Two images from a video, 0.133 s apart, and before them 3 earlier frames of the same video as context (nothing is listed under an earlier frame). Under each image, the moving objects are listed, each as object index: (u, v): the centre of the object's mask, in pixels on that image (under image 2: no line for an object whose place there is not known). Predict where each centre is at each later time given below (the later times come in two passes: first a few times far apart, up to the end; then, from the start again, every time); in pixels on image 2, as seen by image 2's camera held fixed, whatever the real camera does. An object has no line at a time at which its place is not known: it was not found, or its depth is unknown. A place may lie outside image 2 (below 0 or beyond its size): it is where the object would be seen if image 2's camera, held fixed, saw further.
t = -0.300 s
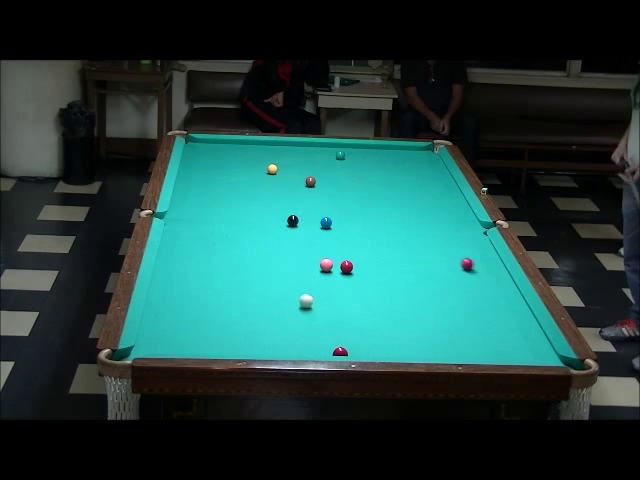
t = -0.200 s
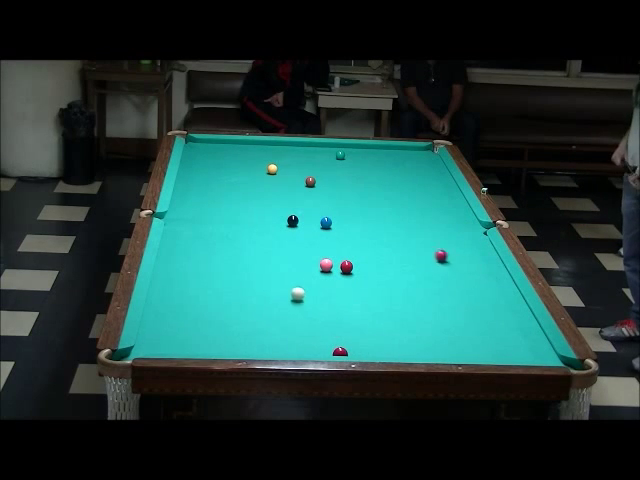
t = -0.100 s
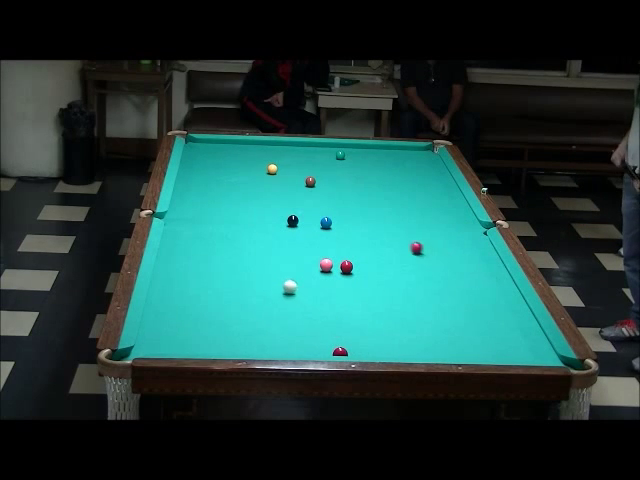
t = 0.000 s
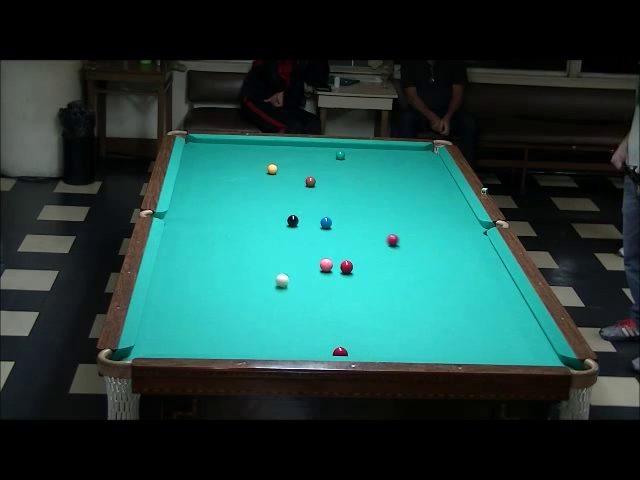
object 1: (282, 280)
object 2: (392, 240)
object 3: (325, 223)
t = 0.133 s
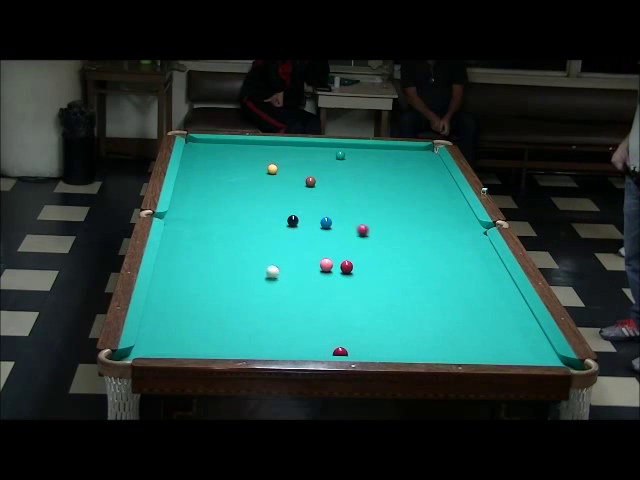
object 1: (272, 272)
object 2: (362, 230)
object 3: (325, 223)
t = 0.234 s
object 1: (265, 266)
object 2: (340, 223)
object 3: (325, 223)
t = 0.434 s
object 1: (252, 255)
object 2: (317, 209)
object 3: (309, 224)
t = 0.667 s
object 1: (238, 244)
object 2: (293, 195)
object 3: (292, 225)
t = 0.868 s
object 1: (228, 234)
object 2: (274, 183)
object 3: (280, 227)
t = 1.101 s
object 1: (216, 225)
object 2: (255, 171)
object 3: (267, 230)
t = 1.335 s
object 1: (206, 216)
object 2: (237, 160)
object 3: (255, 231)
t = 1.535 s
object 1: (198, 209)
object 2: (223, 151)
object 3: (246, 233)
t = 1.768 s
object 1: (189, 202)
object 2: (208, 142)
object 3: (237, 234)
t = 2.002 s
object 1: (182, 195)
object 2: (195, 145)
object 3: (229, 236)
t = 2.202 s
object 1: (179, 191)
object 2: (187, 149)
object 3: (223, 236)
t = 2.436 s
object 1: (183, 186)
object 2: (194, 154)
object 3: (218, 238)
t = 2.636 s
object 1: (186, 183)
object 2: (199, 158)
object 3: (214, 238)
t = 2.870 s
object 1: (189, 180)
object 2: (205, 162)
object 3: (212, 238)
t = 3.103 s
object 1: (192, 177)
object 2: (212, 166)
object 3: (211, 238)
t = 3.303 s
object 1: (194, 174)
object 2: (216, 169)
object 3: (210, 238)
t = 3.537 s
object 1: (196, 172)
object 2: (222, 173)
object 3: (211, 238)
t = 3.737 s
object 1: (198, 171)
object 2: (227, 176)
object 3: (211, 238)
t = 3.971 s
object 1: (200, 169)
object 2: (231, 179)
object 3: (211, 238)
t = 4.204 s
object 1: (202, 168)
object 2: (236, 181)
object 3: (211, 238)
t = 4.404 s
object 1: (203, 167)
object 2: (239, 183)
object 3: (211, 238)
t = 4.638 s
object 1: (203, 166)
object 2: (243, 184)
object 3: (211, 238)
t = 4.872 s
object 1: (203, 166)
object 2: (246, 186)
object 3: (211, 238)
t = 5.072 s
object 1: (203, 166)
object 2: (248, 187)
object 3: (211, 238)
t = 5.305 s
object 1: (203, 166)
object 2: (250, 187)
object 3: (211, 238)
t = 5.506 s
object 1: (203, 166)
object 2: (251, 188)
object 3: (211, 238)
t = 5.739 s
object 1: (203, 166)
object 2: (251, 188)
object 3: (211, 238)
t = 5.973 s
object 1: (203, 166)
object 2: (251, 188)
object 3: (211, 238)
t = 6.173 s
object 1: (203, 166)
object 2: (251, 188)
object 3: (211, 238)
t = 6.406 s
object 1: (203, 166)
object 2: (251, 188)
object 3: (211, 238)
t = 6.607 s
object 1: (203, 166)
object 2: (251, 188)
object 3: (211, 238)
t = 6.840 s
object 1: (203, 166)
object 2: (251, 188)
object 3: (211, 238)
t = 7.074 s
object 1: (203, 166)
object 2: (251, 188)
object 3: (211, 238)
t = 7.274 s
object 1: (203, 166)
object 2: (251, 188)
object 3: (211, 238)
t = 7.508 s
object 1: (203, 166)
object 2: (251, 188)
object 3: (211, 238)
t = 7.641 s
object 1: (203, 166)
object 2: (251, 188)
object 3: (211, 238)
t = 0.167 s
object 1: (270, 270)
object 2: (355, 228)
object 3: (326, 223)
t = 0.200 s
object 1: (267, 268)
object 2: (348, 225)
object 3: (326, 223)
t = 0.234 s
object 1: (265, 266)
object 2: (340, 223)
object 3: (325, 223)
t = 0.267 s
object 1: (263, 264)
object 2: (336, 221)
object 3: (324, 223)
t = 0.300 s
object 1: (260, 262)
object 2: (332, 218)
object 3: (320, 223)
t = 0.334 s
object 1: (258, 261)
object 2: (328, 216)
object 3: (317, 223)
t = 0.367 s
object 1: (256, 259)
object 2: (324, 214)
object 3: (314, 223)
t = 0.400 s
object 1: (254, 257)
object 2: (321, 212)
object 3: (311, 223)
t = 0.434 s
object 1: (252, 255)
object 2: (317, 209)
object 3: (309, 224)
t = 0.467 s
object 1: (250, 254)
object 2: (313, 207)
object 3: (306, 224)
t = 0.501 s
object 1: (248, 252)
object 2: (310, 205)
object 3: (303, 224)
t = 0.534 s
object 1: (246, 250)
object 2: (306, 203)
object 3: (300, 224)
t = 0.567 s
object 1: (244, 248)
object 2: (303, 201)
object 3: (298, 225)
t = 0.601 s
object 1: (242, 247)
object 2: (299, 199)
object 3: (296, 225)
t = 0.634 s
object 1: (240, 245)
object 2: (296, 197)
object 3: (294, 225)
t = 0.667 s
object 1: (238, 244)
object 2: (293, 195)
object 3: (292, 225)
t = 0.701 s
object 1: (236, 242)
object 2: (290, 193)
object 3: (290, 226)
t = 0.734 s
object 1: (235, 241)
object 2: (287, 191)
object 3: (288, 226)
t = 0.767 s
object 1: (233, 239)
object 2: (283, 189)
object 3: (286, 227)
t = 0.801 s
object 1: (231, 237)
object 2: (280, 187)
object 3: (284, 227)
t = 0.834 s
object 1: (229, 236)
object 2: (277, 185)
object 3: (282, 227)
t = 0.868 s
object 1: (228, 234)
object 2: (274, 183)
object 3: (280, 227)
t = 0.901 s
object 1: (226, 233)
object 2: (271, 181)
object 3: (278, 228)
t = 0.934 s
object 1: (224, 232)
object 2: (268, 179)
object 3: (276, 228)
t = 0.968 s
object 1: (222, 230)
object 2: (265, 178)
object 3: (274, 228)
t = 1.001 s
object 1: (221, 229)
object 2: (263, 176)
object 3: (273, 229)
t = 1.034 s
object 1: (219, 228)
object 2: (260, 174)
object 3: (271, 229)
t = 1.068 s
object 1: (218, 226)
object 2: (257, 172)
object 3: (269, 229)
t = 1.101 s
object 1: (216, 225)
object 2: (255, 171)
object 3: (267, 230)
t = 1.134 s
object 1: (215, 223)
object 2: (252, 169)
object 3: (265, 230)
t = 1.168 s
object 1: (213, 222)
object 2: (249, 168)
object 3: (264, 230)
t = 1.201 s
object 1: (212, 221)
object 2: (247, 166)
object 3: (262, 230)
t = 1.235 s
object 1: (210, 220)
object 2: (244, 164)
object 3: (260, 231)
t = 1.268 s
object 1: (209, 219)
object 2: (242, 163)
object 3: (259, 231)
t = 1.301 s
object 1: (207, 217)
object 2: (239, 161)
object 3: (257, 231)
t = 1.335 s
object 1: (206, 216)
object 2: (237, 160)
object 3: (255, 231)
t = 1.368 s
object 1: (204, 215)
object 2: (235, 158)
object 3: (254, 232)
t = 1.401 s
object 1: (203, 214)
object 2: (232, 156)
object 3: (252, 232)
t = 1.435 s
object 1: (202, 213)
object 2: (230, 156)
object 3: (251, 232)
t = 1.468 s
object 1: (200, 211)
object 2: (227, 154)
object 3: (249, 232)
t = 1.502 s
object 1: (199, 210)
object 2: (225, 152)
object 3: (248, 233)
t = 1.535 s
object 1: (198, 209)
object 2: (223, 151)
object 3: (246, 233)
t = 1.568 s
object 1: (197, 208)
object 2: (220, 150)
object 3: (245, 233)
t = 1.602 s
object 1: (195, 207)
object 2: (218, 148)
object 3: (243, 233)
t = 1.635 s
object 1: (195, 206)
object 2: (216, 147)
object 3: (242, 233)
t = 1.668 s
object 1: (193, 205)
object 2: (214, 146)
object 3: (241, 234)
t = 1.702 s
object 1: (192, 204)
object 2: (212, 144)
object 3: (240, 234)
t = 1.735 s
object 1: (191, 203)
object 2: (210, 143)
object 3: (238, 234)
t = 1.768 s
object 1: (189, 202)
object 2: (208, 142)
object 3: (237, 234)
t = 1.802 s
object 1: (188, 201)
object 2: (206, 141)
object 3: (236, 234)
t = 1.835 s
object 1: (187, 200)
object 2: (204, 141)
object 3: (235, 235)
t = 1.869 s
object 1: (186, 199)
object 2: (203, 142)
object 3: (234, 234)
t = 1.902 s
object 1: (185, 198)
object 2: (200, 143)
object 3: (232, 235)
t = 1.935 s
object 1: (184, 197)
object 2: (198, 144)
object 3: (231, 235)
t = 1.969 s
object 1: (183, 196)
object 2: (197, 144)
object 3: (230, 235)
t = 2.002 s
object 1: (182, 195)
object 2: (195, 145)
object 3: (229, 236)
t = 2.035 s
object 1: (181, 194)
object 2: (193, 146)
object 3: (228, 236)
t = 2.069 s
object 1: (180, 193)
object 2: (191, 146)
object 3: (227, 236)
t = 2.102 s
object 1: (179, 192)
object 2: (189, 147)
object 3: (226, 236)
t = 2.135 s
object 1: (178, 192)
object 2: (188, 148)
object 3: (225, 236)
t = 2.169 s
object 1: (178, 191)
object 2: (187, 149)
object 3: (224, 236)
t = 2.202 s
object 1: (179, 191)
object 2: (187, 149)
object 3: (223, 236)
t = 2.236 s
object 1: (179, 190)
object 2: (188, 150)
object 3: (223, 236)
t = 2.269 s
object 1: (180, 189)
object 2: (189, 151)
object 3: (222, 237)
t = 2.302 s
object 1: (180, 189)
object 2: (190, 152)
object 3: (221, 236)
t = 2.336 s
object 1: (181, 188)
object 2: (191, 152)
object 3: (220, 237)
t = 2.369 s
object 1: (181, 187)
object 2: (192, 153)
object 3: (219, 237)
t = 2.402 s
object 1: (182, 187)
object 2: (192, 154)
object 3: (219, 237)
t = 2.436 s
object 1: (183, 186)
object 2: (194, 154)
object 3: (218, 238)
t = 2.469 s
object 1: (183, 186)
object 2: (195, 155)
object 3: (217, 238)
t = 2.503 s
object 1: (184, 185)
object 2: (196, 155)
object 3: (216, 238)
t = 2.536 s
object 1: (184, 184)
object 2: (196, 156)
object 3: (216, 238)
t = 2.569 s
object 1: (185, 184)
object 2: (197, 157)
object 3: (215, 238)
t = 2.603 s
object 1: (185, 184)
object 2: (198, 157)
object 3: (215, 238)
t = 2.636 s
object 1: (186, 183)
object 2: (199, 158)
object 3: (214, 238)
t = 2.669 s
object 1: (187, 182)
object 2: (200, 159)
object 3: (214, 238)
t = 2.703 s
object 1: (187, 182)
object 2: (201, 159)
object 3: (214, 238)
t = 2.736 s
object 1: (188, 181)
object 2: (202, 160)
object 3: (213, 238)
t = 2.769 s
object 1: (188, 181)
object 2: (203, 160)
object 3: (213, 238)
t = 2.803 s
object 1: (188, 181)
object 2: (204, 161)
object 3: (212, 238)
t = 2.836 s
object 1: (189, 180)
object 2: (204, 162)
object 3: (212, 238)
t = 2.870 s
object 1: (189, 180)
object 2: (205, 162)
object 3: (212, 238)
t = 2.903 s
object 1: (190, 179)
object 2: (206, 163)
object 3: (211, 238)
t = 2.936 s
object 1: (190, 179)
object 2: (207, 163)
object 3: (211, 238)
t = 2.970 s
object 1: (191, 178)
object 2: (208, 164)
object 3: (211, 238)
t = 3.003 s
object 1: (191, 178)
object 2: (209, 165)
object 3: (211, 238)
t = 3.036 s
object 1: (191, 178)
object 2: (210, 165)
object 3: (211, 238)
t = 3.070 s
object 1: (192, 177)
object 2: (210, 166)
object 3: (211, 238)
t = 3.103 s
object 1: (192, 177)
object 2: (212, 166)
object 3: (211, 238)
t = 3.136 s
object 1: (192, 176)
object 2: (212, 167)
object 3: (210, 238)
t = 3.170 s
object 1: (193, 176)
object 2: (213, 168)
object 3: (210, 238)
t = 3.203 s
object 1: (193, 176)
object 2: (214, 168)
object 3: (210, 238)
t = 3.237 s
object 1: (193, 175)
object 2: (215, 168)
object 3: (210, 238)
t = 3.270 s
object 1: (194, 175)
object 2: (216, 169)
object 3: (210, 238)
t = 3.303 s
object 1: (194, 174)
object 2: (216, 169)
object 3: (210, 238)
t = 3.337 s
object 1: (194, 174)
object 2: (217, 170)
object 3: (211, 238)
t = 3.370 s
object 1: (195, 174)
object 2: (218, 170)
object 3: (211, 238)
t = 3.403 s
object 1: (195, 173)
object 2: (219, 171)
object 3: (211, 238)
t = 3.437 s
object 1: (195, 173)
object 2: (220, 172)
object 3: (211, 238)
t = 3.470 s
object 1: (196, 173)
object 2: (221, 172)
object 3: (211, 238)
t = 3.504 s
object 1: (196, 172)
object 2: (221, 173)
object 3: (211, 238)
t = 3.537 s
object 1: (196, 172)
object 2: (222, 173)
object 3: (211, 238)
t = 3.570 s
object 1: (197, 172)
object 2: (223, 174)
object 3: (211, 238)
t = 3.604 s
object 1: (197, 172)
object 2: (224, 174)
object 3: (211, 238)
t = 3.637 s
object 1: (197, 171)
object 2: (224, 174)
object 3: (211, 238)
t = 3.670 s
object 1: (198, 171)
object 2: (225, 175)
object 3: (211, 238)
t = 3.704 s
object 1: (198, 171)
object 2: (226, 175)
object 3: (211, 238)
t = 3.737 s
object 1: (198, 171)
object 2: (227, 176)
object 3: (211, 238)
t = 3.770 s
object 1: (199, 170)
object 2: (227, 176)
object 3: (211, 238)
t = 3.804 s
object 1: (199, 170)
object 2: (228, 176)
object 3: (211, 238)
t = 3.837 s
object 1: (199, 170)
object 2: (229, 177)
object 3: (211, 238)
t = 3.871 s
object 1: (199, 170)
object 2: (229, 177)
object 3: (211, 238)
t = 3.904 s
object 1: (200, 170)
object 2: (230, 178)
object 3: (211, 238)
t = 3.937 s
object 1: (200, 169)
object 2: (231, 178)
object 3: (211, 238)
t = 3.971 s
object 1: (200, 169)
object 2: (231, 179)
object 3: (211, 238)
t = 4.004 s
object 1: (201, 169)
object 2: (232, 179)
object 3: (211, 238)
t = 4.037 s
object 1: (201, 169)
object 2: (233, 179)
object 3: (211, 238)
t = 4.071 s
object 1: (201, 169)
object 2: (233, 180)
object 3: (211, 238)
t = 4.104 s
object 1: (201, 168)
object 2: (234, 180)
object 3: (211, 238)
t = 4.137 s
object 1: (201, 168)
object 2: (235, 180)
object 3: (211, 238)
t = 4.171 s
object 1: (202, 168)
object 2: (235, 181)
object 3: (211, 238)
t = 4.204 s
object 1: (202, 168)
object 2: (236, 181)
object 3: (211, 238)
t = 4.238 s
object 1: (202, 168)
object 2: (236, 181)
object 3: (211, 238)
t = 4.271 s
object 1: (202, 168)
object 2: (237, 182)
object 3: (211, 238)
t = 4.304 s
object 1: (202, 167)
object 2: (238, 182)
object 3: (211, 238)
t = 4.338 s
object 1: (202, 167)
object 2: (238, 182)
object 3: (211, 238)
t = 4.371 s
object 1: (203, 167)
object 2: (239, 182)
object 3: (211, 238)
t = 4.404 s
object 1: (203, 167)
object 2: (239, 183)
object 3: (211, 238)
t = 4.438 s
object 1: (203, 167)
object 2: (240, 183)
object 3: (211, 238)
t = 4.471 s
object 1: (203, 167)
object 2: (240, 183)
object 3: (211, 238)
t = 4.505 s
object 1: (203, 167)
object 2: (241, 183)
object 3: (211, 238)
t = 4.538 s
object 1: (203, 167)
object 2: (241, 183)
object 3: (211, 238)
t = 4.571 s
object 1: (203, 167)
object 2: (242, 184)
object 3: (211, 238)
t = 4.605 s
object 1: (203, 166)
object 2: (242, 184)
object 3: (211, 238)
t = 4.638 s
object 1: (203, 166)
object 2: (243, 184)
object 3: (211, 238)
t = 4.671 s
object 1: (203, 166)
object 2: (243, 185)
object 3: (211, 238)
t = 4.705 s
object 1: (203, 166)
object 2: (244, 185)
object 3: (211, 238)
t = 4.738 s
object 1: (203, 166)
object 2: (244, 185)
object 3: (211, 238)
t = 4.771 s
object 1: (203, 166)
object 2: (244, 185)
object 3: (211, 238)
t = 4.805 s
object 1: (203, 166)
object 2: (245, 185)
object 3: (211, 238)
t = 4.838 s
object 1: (203, 166)
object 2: (245, 186)
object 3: (211, 238)
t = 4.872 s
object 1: (203, 166)
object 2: (246, 186)
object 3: (211, 238)
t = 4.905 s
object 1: (203, 166)
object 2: (246, 186)
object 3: (211, 238)
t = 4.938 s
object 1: (203, 166)
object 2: (246, 186)
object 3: (211, 238)
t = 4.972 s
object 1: (203, 166)
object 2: (247, 186)
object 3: (211, 238)
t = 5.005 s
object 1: (203, 166)
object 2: (247, 186)
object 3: (211, 238)
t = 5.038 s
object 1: (203, 166)
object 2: (247, 186)
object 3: (211, 238)
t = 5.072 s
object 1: (203, 166)
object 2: (248, 187)
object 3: (211, 238)
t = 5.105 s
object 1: (203, 166)
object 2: (248, 187)
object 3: (211, 238)
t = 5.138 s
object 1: (203, 166)
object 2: (248, 187)
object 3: (211, 238)
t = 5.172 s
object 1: (203, 166)
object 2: (249, 187)
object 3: (211, 238)
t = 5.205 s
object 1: (203, 166)
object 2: (249, 187)
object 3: (211, 238)
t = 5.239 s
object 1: (203, 166)
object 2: (249, 187)
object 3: (211, 238)
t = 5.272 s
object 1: (203, 166)
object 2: (250, 187)
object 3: (211, 238)
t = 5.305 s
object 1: (203, 166)
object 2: (250, 187)
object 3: (211, 238)
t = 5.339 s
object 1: (203, 166)
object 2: (250, 187)
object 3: (211, 238)
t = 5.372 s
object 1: (203, 166)
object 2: (250, 188)
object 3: (211, 238)
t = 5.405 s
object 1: (203, 166)
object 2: (250, 188)
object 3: (211, 238)
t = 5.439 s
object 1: (203, 166)
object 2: (251, 188)
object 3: (211, 238)
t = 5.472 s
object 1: (203, 166)
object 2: (251, 188)
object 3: (211, 238)
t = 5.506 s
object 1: (203, 166)
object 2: (251, 188)
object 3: (211, 238)
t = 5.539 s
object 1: (203, 166)
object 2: (251, 188)
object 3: (211, 238)
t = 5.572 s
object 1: (203, 166)
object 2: (251, 188)
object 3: (211, 238)
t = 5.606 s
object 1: (203, 166)
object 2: (251, 188)
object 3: (211, 238)
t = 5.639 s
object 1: (203, 166)
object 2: (251, 188)
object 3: (211, 238)
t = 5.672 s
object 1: (203, 166)
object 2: (251, 188)
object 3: (211, 238)
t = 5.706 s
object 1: (203, 166)
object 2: (251, 188)
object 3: (211, 238)
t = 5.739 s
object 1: (203, 166)
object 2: (251, 188)
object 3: (211, 238)
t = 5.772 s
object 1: (203, 166)
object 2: (251, 188)
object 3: (211, 238)
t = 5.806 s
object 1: (203, 166)
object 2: (251, 188)
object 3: (211, 238)
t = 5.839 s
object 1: (203, 166)
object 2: (251, 188)
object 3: (211, 238)
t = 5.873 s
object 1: (203, 166)
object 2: (251, 188)
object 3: (211, 238)
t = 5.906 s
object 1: (203, 166)
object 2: (251, 188)
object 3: (211, 238)
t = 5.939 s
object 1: (203, 166)
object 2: (251, 188)
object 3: (211, 238)
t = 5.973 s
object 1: (203, 166)
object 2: (251, 188)
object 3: (211, 238)
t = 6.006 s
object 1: (203, 166)
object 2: (251, 188)
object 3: (211, 238)
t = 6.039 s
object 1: (203, 166)
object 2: (251, 188)
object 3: (211, 238)
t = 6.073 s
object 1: (203, 166)
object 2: (251, 188)
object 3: (211, 238)
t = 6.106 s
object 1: (203, 166)
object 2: (251, 188)
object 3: (211, 238)
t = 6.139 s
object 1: (203, 166)
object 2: (251, 188)
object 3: (211, 238)
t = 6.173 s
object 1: (203, 166)
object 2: (251, 188)
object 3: (211, 238)
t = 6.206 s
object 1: (203, 166)
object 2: (251, 188)
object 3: (211, 238)
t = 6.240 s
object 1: (203, 166)
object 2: (251, 188)
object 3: (211, 238)
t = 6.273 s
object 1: (203, 166)
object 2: (251, 188)
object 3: (211, 238)
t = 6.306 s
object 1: (203, 166)
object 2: (251, 188)
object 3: (211, 238)
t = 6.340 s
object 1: (203, 166)
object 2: (251, 188)
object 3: (211, 238)
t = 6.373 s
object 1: (203, 166)
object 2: (251, 188)
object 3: (211, 238)
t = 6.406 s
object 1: (203, 166)
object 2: (251, 188)
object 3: (211, 238)
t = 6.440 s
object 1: (203, 166)
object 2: (251, 188)
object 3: (211, 238)
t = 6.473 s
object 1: (203, 166)
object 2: (251, 188)
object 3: (211, 238)
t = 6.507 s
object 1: (203, 166)
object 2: (251, 188)
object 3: (211, 238)
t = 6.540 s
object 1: (203, 166)
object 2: (251, 188)
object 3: (211, 238)
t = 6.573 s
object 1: (203, 166)
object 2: (251, 188)
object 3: (211, 238)
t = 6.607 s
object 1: (203, 166)
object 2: (251, 188)
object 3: (211, 238)
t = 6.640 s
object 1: (203, 166)
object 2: (251, 188)
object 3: (211, 238)
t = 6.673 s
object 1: (203, 166)
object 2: (251, 188)
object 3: (211, 238)
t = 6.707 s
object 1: (203, 166)
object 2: (251, 188)
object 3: (211, 238)
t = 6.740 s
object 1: (203, 166)
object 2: (251, 188)
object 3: (211, 238)
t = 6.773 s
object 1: (203, 166)
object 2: (251, 188)
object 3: (211, 238)
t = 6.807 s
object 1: (203, 166)
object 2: (251, 188)
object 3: (211, 238)
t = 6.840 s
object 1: (203, 166)
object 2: (251, 188)
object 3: (211, 238)
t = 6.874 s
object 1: (203, 166)
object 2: (251, 188)
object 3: (211, 238)
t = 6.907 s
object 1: (203, 166)
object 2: (251, 188)
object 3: (211, 238)
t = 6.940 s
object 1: (203, 166)
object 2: (251, 188)
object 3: (211, 238)
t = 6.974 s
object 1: (203, 166)
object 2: (251, 188)
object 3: (211, 238)
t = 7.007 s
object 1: (203, 166)
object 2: (251, 188)
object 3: (211, 238)
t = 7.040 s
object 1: (203, 166)
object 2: (251, 188)
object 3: (211, 238)
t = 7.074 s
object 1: (203, 166)
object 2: (251, 188)
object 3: (211, 238)
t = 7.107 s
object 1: (203, 166)
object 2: (251, 188)
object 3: (211, 238)
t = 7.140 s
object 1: (203, 166)
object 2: (251, 188)
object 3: (211, 238)
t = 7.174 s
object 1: (203, 166)
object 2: (251, 188)
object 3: (211, 238)
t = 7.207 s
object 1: (203, 166)
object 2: (251, 188)
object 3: (211, 238)
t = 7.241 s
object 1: (203, 166)
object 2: (251, 188)
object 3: (211, 238)
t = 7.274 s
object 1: (203, 166)
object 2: (251, 188)
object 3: (211, 238)
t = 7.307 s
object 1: (203, 166)
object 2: (251, 188)
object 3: (211, 238)
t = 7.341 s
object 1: (203, 166)
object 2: (251, 188)
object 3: (211, 238)
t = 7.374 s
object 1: (203, 166)
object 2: (251, 188)
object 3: (211, 238)
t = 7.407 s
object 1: (203, 166)
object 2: (251, 188)
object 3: (211, 238)
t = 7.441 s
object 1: (203, 166)
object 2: (251, 188)
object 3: (211, 238)
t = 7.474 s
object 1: (203, 166)
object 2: (251, 188)
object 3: (211, 238)
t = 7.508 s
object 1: (203, 166)
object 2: (251, 188)
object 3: (211, 238)
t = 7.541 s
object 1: (203, 166)
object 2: (251, 188)
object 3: (211, 238)
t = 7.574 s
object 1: (203, 166)
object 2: (251, 188)
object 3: (211, 238)
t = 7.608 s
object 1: (203, 166)
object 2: (251, 188)
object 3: (211, 238)
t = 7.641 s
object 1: (203, 166)
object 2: (251, 188)
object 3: (211, 238)
